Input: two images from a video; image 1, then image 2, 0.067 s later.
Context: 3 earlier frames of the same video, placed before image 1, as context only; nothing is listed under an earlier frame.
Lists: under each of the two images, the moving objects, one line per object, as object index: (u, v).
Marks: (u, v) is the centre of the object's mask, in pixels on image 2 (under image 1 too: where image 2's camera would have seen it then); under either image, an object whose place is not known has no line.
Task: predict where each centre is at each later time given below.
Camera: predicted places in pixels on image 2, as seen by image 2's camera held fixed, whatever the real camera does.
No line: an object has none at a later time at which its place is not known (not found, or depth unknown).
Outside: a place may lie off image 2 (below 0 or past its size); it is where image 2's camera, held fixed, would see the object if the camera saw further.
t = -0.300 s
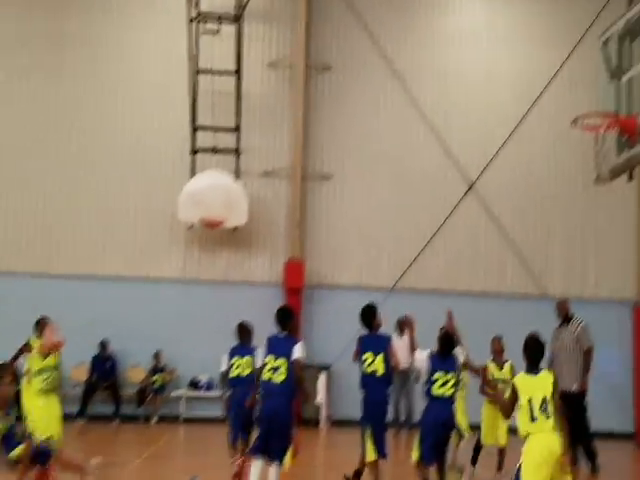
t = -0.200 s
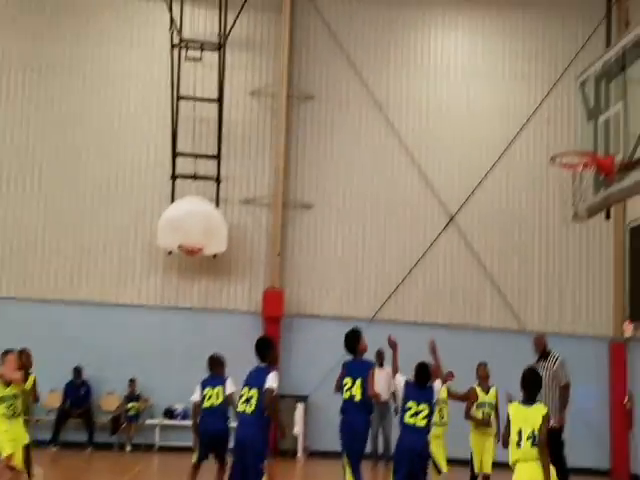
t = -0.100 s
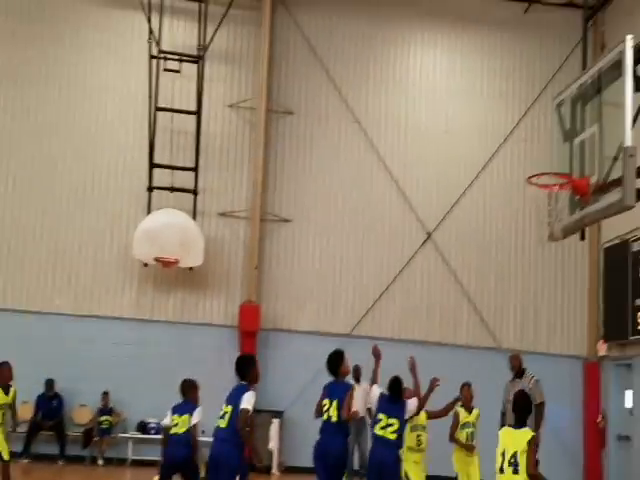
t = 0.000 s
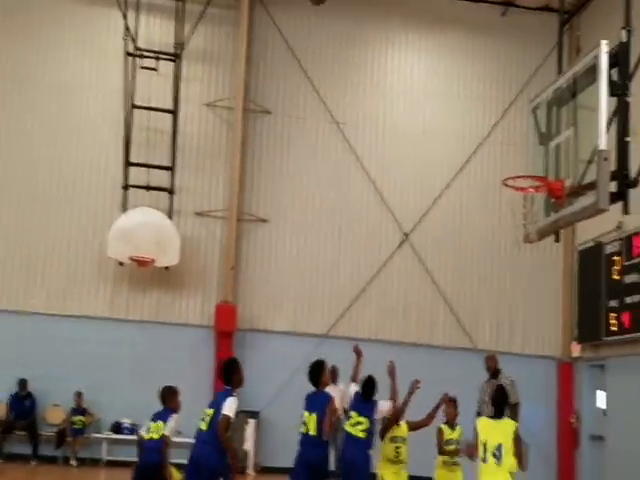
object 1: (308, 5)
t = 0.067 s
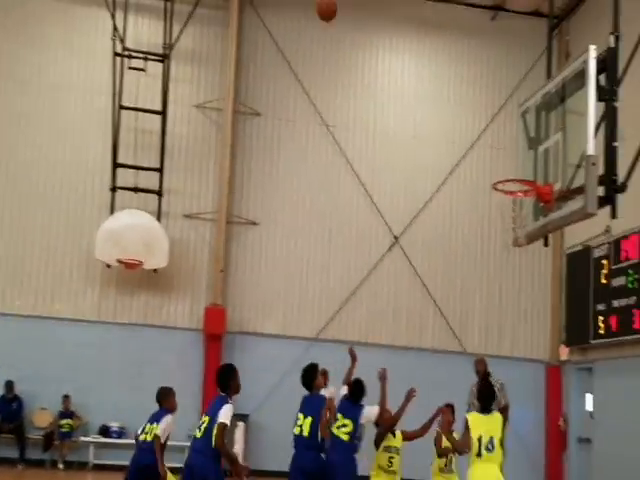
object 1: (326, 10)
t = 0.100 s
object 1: (335, 17)
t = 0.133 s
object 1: (344, 25)
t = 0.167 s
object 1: (352, 37)
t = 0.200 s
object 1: (361, 49)
